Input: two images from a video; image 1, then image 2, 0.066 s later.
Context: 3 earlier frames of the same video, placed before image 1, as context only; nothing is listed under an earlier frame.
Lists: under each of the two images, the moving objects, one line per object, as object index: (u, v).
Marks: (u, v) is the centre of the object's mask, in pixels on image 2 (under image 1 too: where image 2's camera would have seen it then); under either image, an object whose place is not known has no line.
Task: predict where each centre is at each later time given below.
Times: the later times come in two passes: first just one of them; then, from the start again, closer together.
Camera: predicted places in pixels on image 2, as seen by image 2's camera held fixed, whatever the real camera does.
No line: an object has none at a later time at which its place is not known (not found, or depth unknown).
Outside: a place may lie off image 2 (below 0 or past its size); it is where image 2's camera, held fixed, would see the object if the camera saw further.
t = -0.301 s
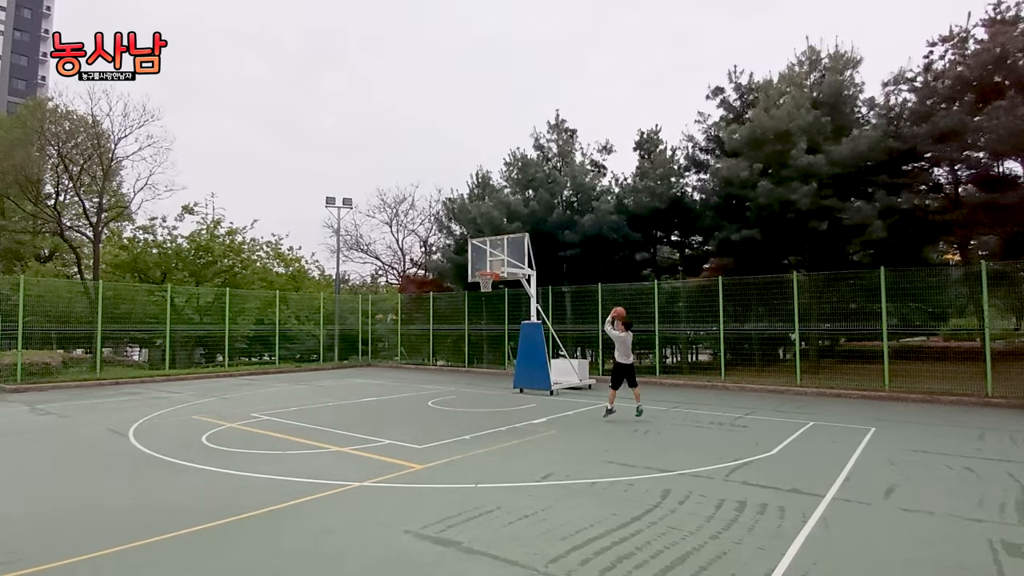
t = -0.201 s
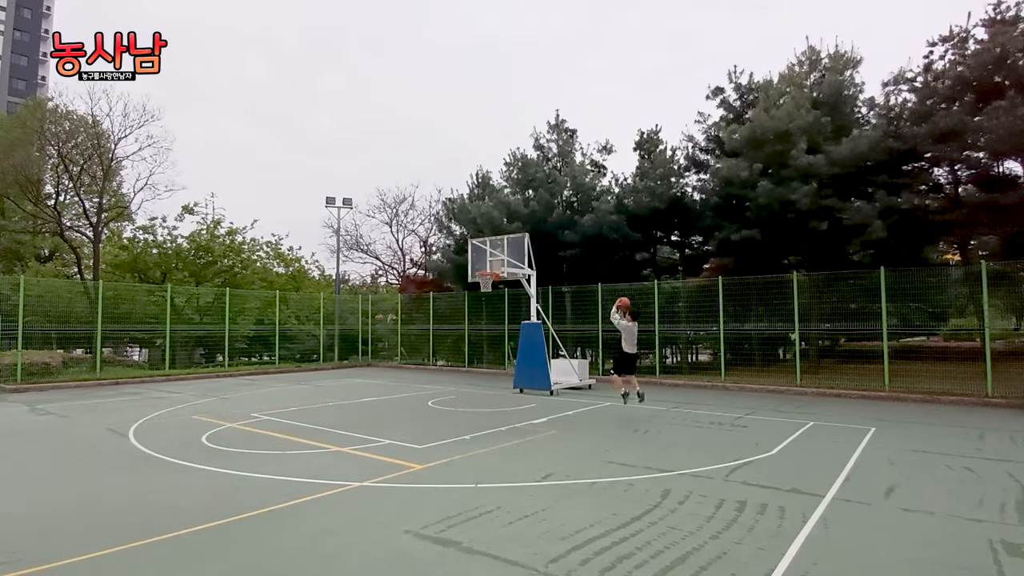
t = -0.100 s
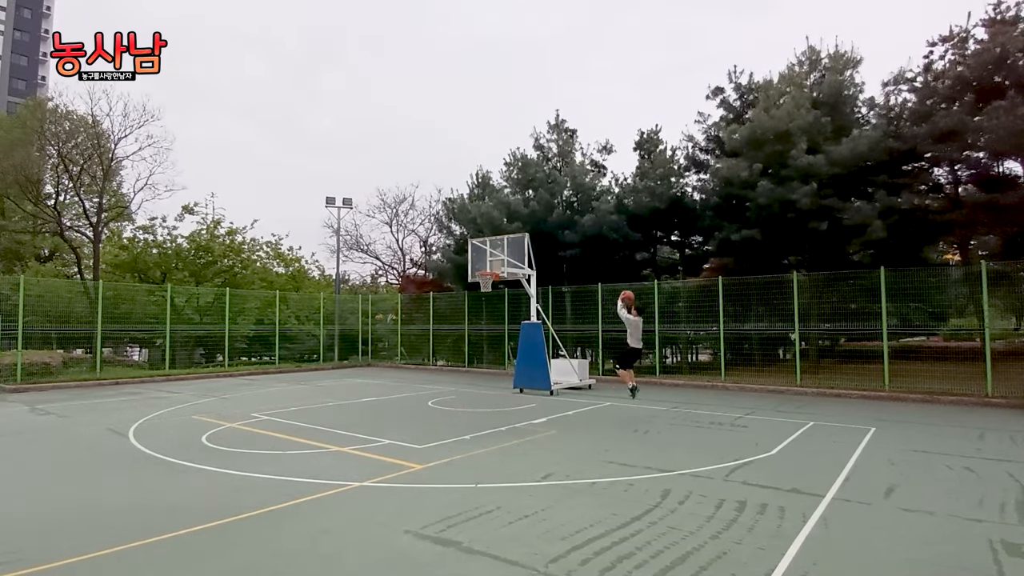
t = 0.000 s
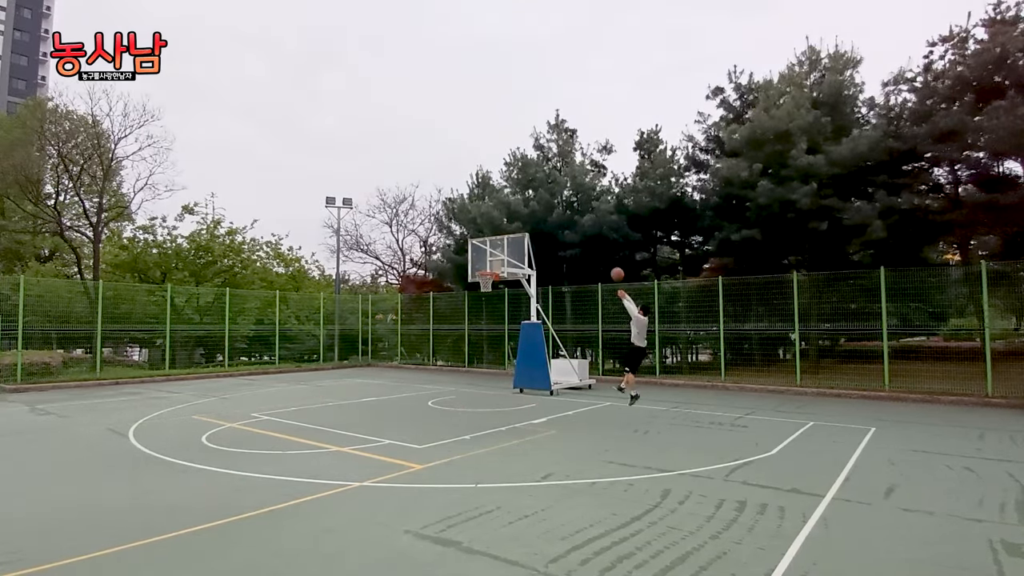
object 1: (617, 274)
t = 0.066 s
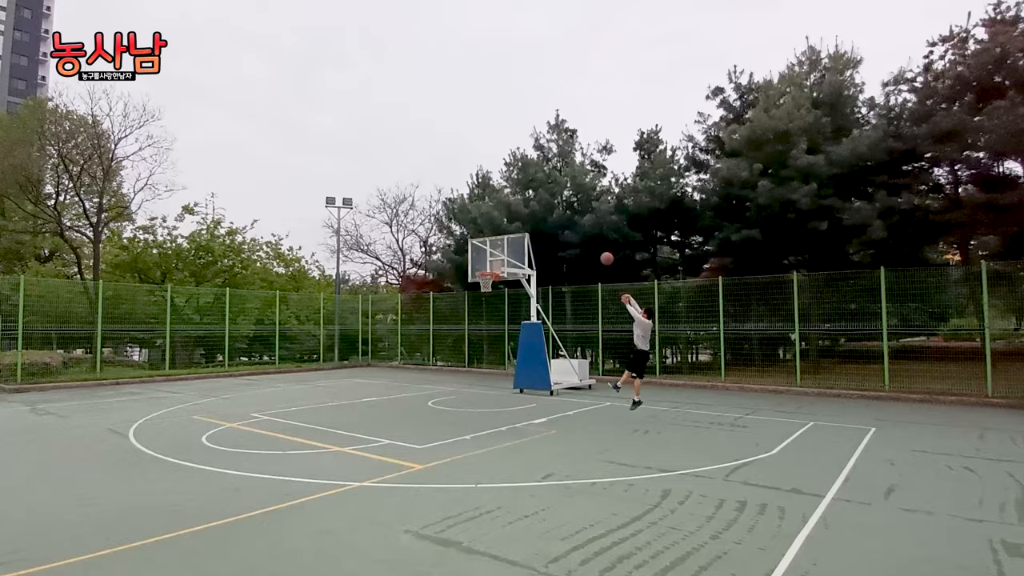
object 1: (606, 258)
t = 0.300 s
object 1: (572, 223)
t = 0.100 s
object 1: (601, 252)
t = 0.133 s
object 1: (596, 245)
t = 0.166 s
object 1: (591, 240)
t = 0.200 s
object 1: (586, 235)
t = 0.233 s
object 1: (581, 231)
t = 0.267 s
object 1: (576, 226)
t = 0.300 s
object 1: (572, 223)
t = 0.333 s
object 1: (567, 221)
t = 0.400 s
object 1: (558, 218)
